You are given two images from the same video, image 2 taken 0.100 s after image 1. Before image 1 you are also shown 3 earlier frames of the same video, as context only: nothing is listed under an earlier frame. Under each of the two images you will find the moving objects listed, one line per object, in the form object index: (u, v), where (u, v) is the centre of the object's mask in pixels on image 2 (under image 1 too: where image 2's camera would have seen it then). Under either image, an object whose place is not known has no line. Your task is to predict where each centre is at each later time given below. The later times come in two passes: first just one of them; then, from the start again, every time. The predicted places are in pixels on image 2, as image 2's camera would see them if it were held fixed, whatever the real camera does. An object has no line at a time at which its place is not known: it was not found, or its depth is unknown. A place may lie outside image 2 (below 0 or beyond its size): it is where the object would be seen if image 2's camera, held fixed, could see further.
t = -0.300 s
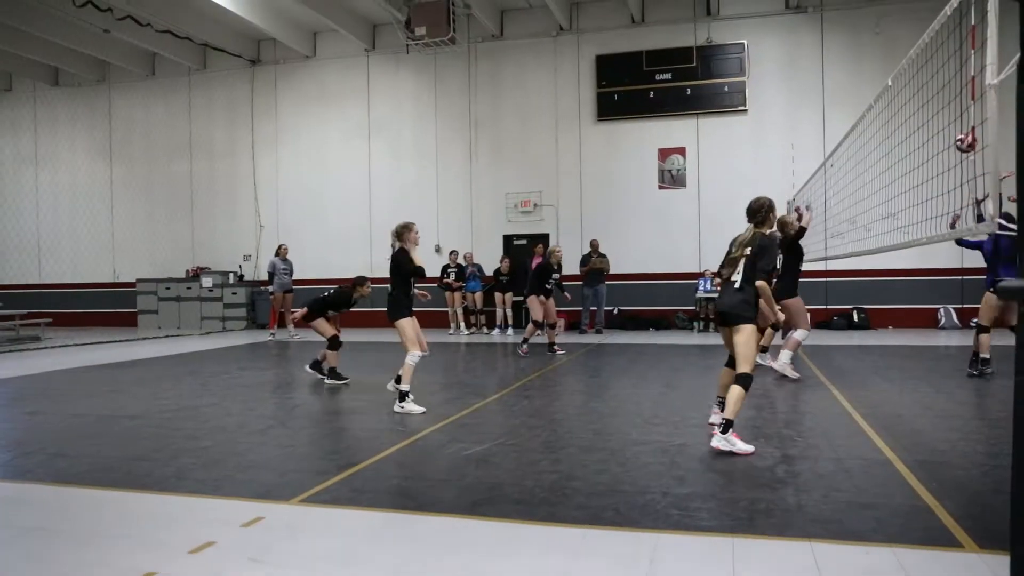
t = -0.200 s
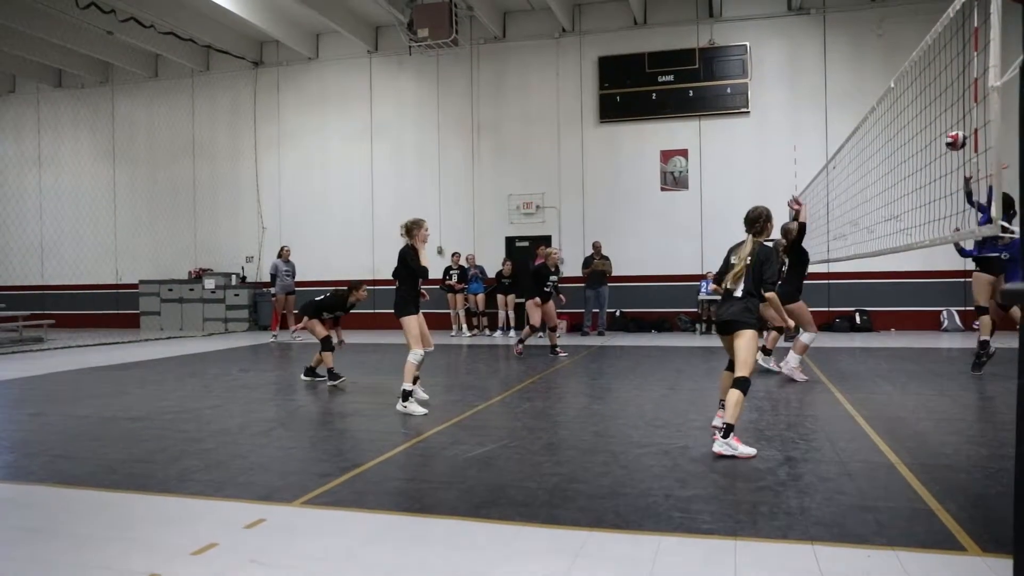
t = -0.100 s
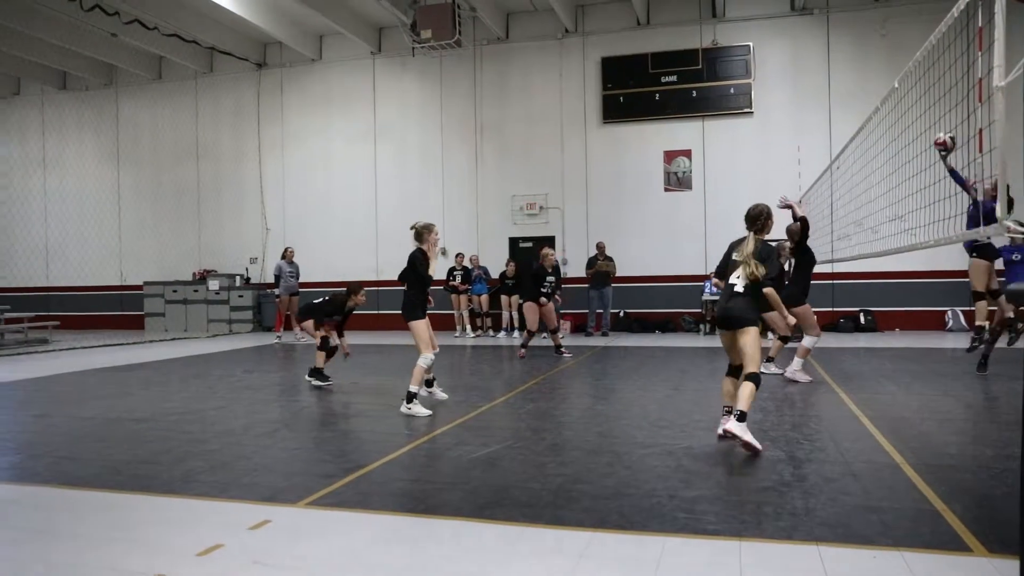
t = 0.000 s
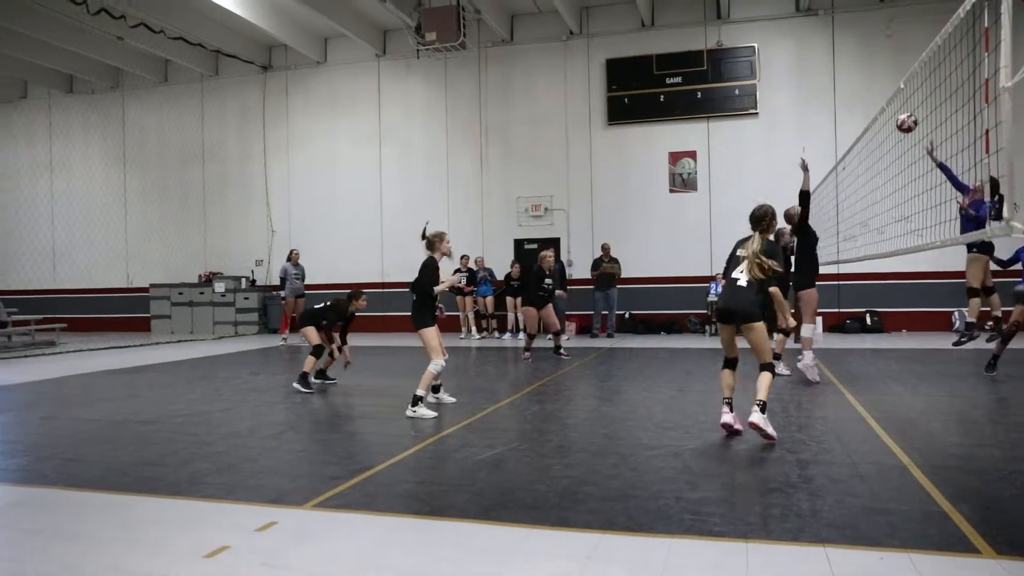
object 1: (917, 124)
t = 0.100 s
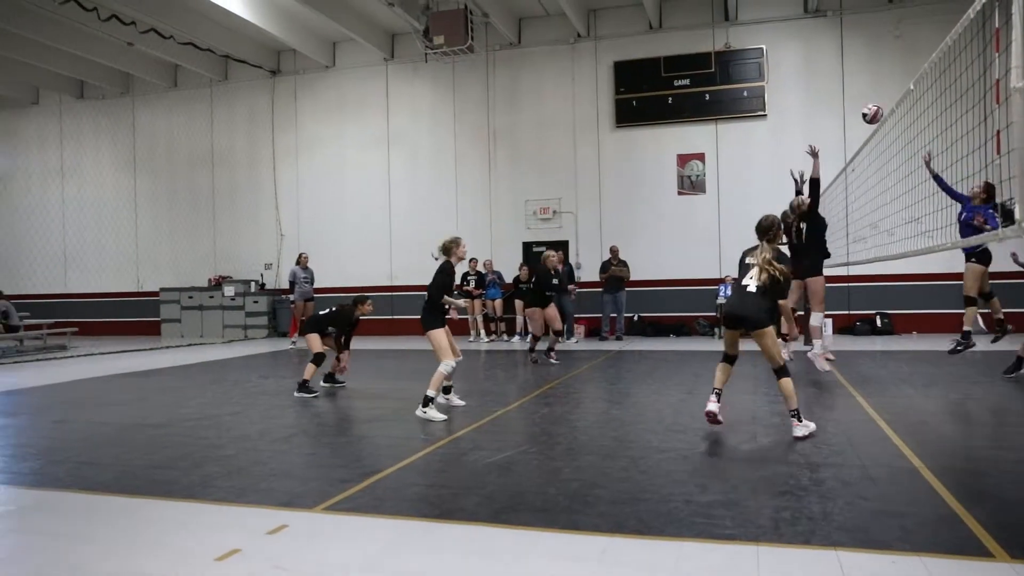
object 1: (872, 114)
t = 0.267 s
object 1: (803, 118)
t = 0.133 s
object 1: (858, 113)
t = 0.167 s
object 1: (844, 113)
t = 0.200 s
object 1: (830, 114)
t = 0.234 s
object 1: (816, 115)
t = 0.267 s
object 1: (803, 118)
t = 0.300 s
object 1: (790, 122)
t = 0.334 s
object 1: (777, 127)
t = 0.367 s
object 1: (764, 132)
